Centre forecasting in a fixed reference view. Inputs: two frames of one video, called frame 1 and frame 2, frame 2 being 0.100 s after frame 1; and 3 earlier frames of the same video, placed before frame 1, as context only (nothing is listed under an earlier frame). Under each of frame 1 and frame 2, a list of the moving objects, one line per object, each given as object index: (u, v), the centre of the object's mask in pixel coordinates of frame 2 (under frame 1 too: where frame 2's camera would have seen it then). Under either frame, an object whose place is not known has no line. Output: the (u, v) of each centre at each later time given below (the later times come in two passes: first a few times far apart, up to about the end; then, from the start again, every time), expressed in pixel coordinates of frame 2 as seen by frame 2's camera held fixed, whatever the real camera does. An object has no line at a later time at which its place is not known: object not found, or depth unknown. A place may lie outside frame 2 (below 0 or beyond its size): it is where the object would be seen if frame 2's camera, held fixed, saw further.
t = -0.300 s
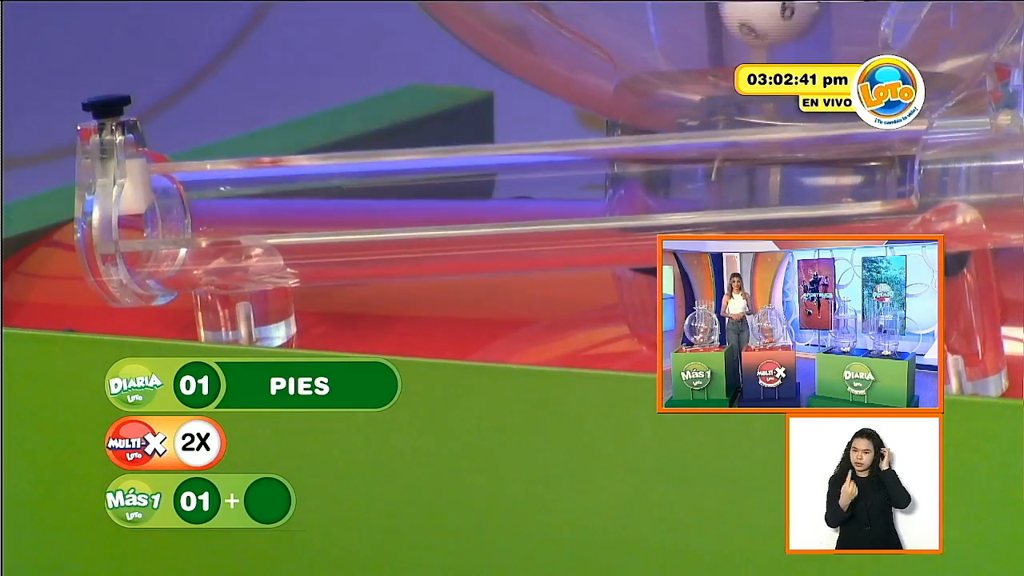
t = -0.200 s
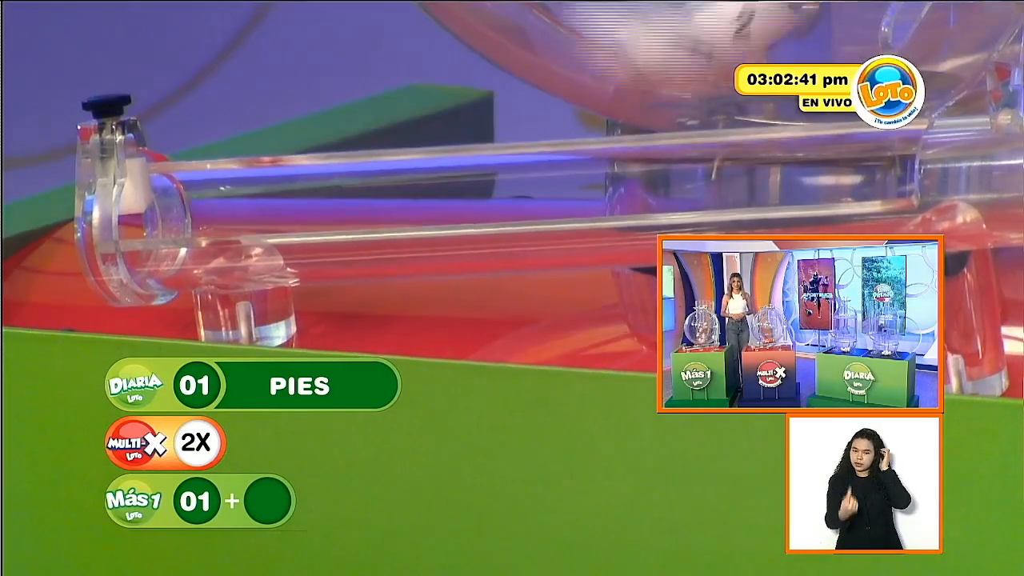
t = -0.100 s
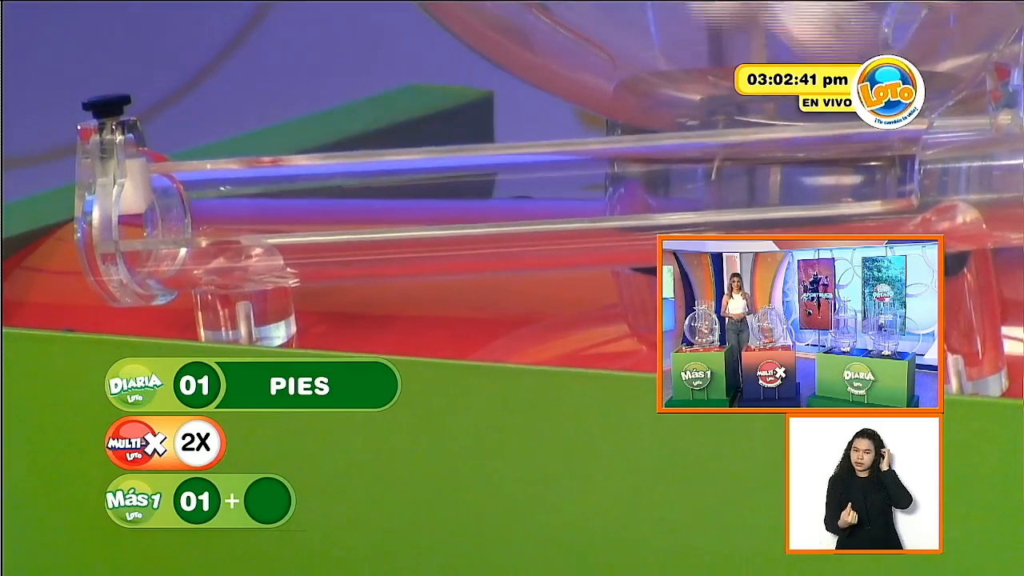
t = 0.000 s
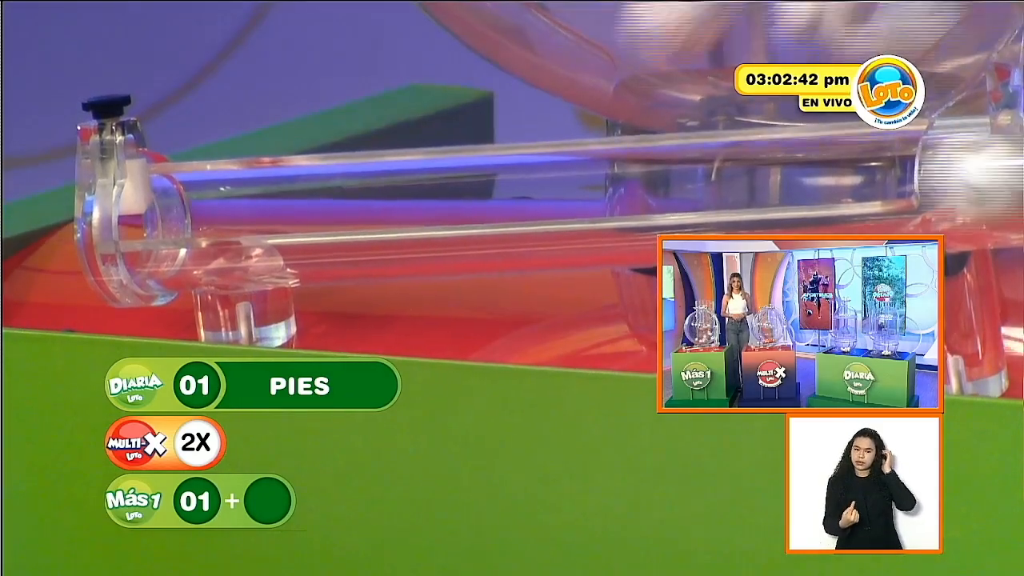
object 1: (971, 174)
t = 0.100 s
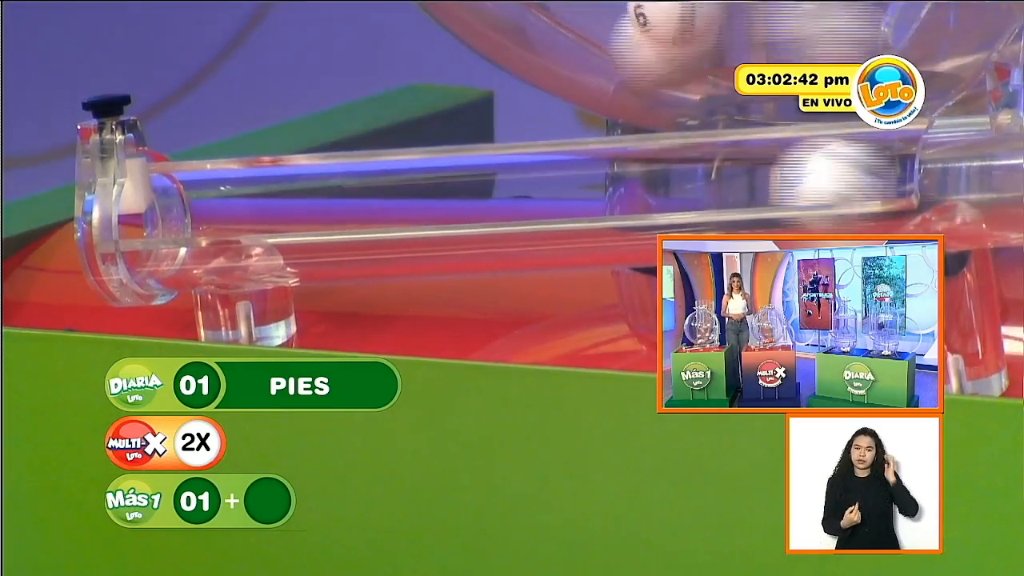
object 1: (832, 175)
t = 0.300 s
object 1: (578, 191)
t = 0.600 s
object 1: (211, 210)
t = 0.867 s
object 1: (216, 220)
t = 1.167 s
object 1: (192, 220)
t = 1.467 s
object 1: (192, 220)
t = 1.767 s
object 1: (192, 220)
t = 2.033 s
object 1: (192, 220)
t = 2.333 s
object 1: (192, 221)
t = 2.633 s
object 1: (192, 220)
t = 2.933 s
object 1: (192, 220)
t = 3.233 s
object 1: (192, 220)
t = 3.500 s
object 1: (192, 220)
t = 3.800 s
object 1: (192, 220)
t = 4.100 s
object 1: (191, 220)
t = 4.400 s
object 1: (192, 221)
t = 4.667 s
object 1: (192, 220)
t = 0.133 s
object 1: (789, 185)
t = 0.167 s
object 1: (748, 179)
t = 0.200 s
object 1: (706, 184)
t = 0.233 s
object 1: (662, 193)
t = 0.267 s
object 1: (621, 188)
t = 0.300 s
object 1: (578, 191)
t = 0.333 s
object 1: (527, 194)
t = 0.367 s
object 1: (480, 197)
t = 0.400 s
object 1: (429, 200)
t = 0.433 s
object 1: (380, 203)
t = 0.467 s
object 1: (329, 204)
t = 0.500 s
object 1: (272, 207)
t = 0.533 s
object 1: (219, 218)
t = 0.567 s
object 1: (195, 212)
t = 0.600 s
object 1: (211, 210)
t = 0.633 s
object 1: (233, 209)
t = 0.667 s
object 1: (239, 218)
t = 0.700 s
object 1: (248, 208)
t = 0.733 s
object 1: (244, 216)
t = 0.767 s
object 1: (242, 217)
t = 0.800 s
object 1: (237, 210)
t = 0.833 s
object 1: (227, 211)
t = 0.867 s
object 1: (216, 220)
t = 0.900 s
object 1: (203, 222)
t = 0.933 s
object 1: (191, 221)
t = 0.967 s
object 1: (191, 220)
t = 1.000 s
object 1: (191, 220)
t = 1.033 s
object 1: (191, 220)
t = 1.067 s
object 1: (191, 220)
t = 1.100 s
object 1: (191, 220)
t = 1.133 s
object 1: (191, 220)
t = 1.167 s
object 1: (192, 220)
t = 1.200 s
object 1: (192, 220)
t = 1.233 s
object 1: (192, 220)
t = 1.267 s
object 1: (192, 220)
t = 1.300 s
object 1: (192, 220)
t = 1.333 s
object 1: (192, 220)
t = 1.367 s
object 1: (192, 220)
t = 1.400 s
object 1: (192, 220)
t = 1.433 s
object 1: (192, 220)
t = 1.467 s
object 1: (192, 220)
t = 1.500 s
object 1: (192, 220)
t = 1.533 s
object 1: (192, 220)
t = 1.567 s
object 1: (192, 220)
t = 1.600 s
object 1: (192, 220)
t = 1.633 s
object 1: (192, 220)
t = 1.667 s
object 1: (192, 220)
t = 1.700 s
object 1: (192, 220)
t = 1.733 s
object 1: (192, 220)
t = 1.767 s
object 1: (192, 220)
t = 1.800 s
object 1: (192, 220)
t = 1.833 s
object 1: (192, 220)
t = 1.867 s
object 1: (192, 220)
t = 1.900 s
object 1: (192, 220)
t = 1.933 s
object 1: (192, 219)
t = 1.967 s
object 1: (192, 220)
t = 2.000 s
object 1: (192, 220)
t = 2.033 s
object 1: (192, 220)
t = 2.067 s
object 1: (192, 220)
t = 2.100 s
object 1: (192, 220)
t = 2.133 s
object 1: (192, 220)
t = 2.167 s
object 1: (192, 220)
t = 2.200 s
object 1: (192, 220)
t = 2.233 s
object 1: (192, 220)
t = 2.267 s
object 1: (192, 221)
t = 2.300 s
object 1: (192, 221)
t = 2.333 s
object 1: (192, 221)
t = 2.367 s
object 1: (192, 220)
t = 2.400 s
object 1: (192, 220)
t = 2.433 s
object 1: (192, 220)
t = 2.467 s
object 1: (192, 221)
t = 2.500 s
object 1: (192, 220)
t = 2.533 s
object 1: (192, 220)
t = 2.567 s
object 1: (192, 220)
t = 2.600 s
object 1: (192, 220)
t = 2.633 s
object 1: (192, 220)
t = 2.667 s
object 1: (192, 221)
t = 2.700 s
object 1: (192, 220)
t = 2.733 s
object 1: (192, 220)
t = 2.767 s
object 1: (192, 219)
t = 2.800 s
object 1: (192, 220)
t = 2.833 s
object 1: (192, 220)
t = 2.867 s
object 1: (192, 220)
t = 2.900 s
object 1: (192, 220)
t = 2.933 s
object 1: (192, 220)
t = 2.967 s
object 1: (192, 220)
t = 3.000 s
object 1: (192, 220)
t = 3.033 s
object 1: (192, 220)
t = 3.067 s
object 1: (192, 220)
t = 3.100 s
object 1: (192, 220)
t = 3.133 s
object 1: (192, 220)
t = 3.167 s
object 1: (192, 220)
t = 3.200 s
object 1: (192, 220)
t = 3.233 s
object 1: (192, 220)
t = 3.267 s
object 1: (192, 220)
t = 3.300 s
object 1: (192, 220)
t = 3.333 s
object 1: (192, 220)
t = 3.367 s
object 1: (192, 220)
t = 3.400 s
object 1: (192, 221)
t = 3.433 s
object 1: (192, 220)
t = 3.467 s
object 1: (192, 221)
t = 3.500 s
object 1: (192, 220)
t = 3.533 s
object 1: (192, 220)
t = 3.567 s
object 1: (192, 220)
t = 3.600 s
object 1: (192, 220)
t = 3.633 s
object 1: (192, 220)
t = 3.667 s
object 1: (192, 220)
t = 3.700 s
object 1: (192, 220)
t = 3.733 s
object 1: (192, 220)
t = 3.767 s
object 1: (192, 220)
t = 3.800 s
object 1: (192, 220)
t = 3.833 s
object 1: (192, 220)
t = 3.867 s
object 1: (192, 220)
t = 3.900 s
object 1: (192, 220)
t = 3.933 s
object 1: (192, 220)
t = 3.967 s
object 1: (191, 221)
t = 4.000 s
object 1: (192, 220)
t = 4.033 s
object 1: (191, 220)
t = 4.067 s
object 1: (192, 220)
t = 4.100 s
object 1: (191, 220)
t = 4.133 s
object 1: (192, 221)
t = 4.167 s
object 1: (191, 221)
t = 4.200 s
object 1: (191, 221)
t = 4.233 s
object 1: (192, 221)
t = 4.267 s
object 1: (191, 220)
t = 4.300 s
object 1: (192, 221)
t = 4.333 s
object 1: (192, 221)
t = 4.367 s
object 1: (192, 221)
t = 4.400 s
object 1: (192, 221)
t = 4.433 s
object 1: (192, 220)
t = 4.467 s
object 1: (192, 220)
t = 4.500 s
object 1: (191, 221)
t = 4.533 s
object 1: (191, 220)
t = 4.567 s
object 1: (192, 220)
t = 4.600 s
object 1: (192, 220)
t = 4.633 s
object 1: (192, 220)
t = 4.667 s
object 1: (192, 220)
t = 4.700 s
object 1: (192, 220)
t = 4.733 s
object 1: (192, 221)
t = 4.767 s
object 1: (192, 221)
